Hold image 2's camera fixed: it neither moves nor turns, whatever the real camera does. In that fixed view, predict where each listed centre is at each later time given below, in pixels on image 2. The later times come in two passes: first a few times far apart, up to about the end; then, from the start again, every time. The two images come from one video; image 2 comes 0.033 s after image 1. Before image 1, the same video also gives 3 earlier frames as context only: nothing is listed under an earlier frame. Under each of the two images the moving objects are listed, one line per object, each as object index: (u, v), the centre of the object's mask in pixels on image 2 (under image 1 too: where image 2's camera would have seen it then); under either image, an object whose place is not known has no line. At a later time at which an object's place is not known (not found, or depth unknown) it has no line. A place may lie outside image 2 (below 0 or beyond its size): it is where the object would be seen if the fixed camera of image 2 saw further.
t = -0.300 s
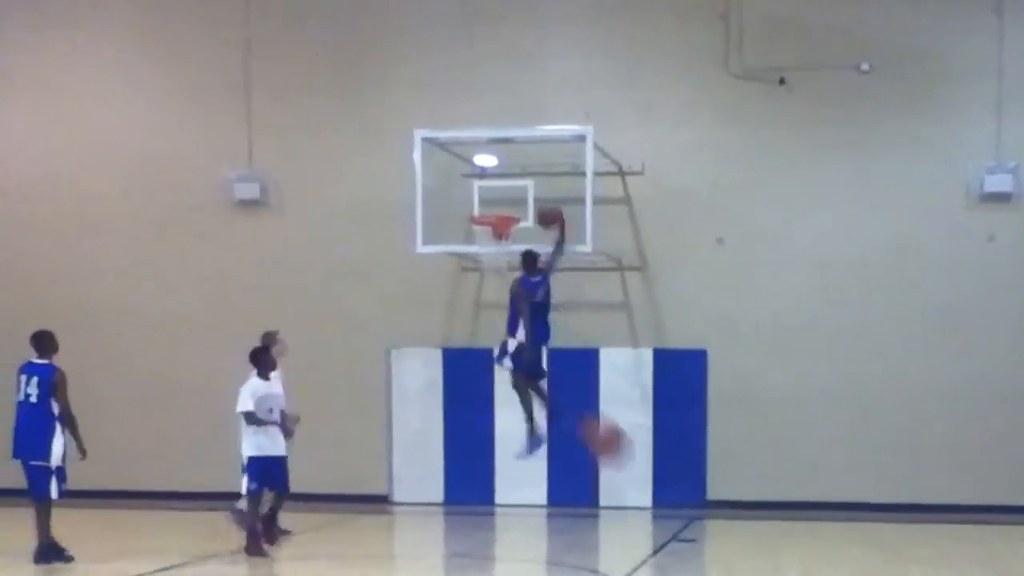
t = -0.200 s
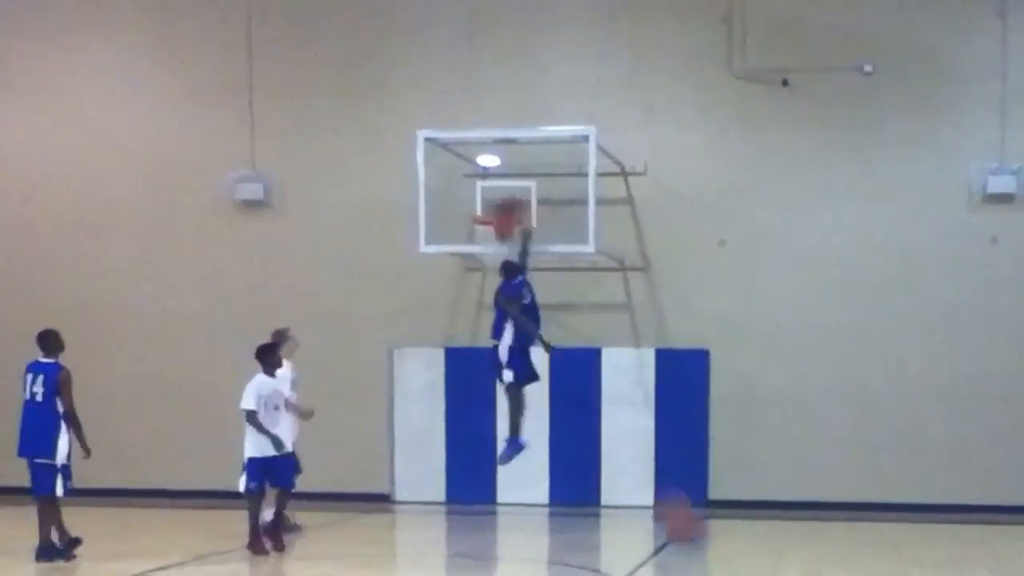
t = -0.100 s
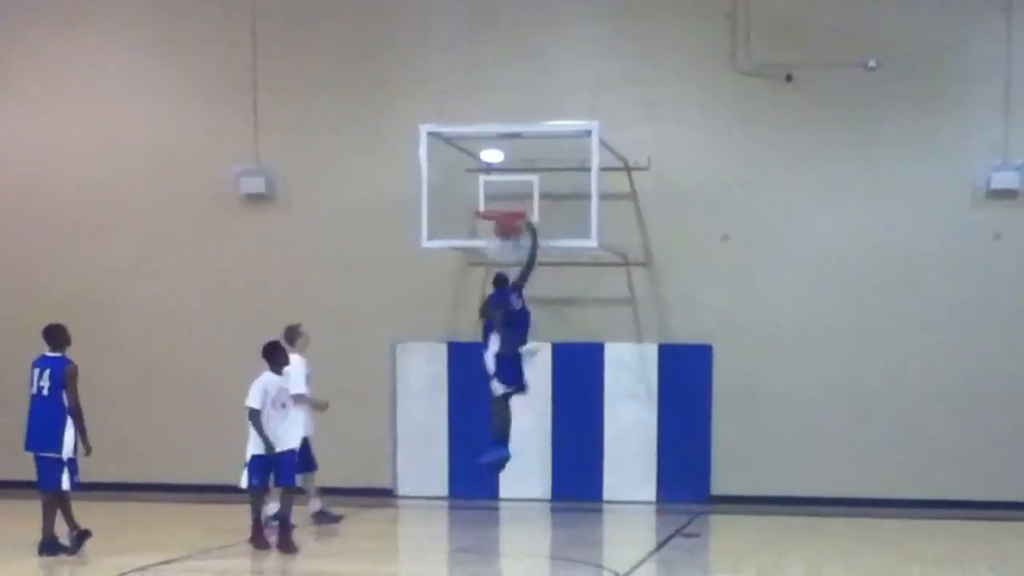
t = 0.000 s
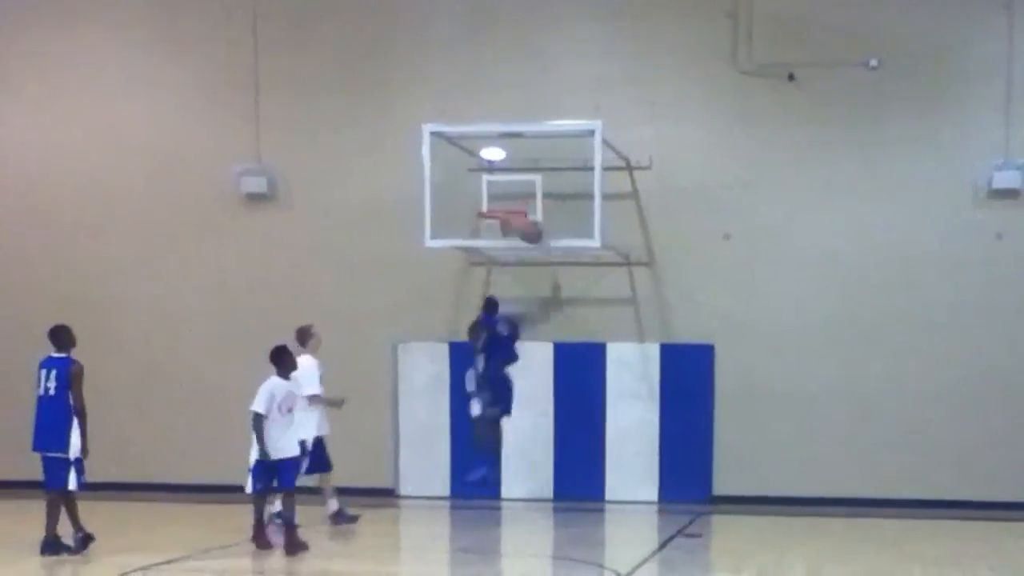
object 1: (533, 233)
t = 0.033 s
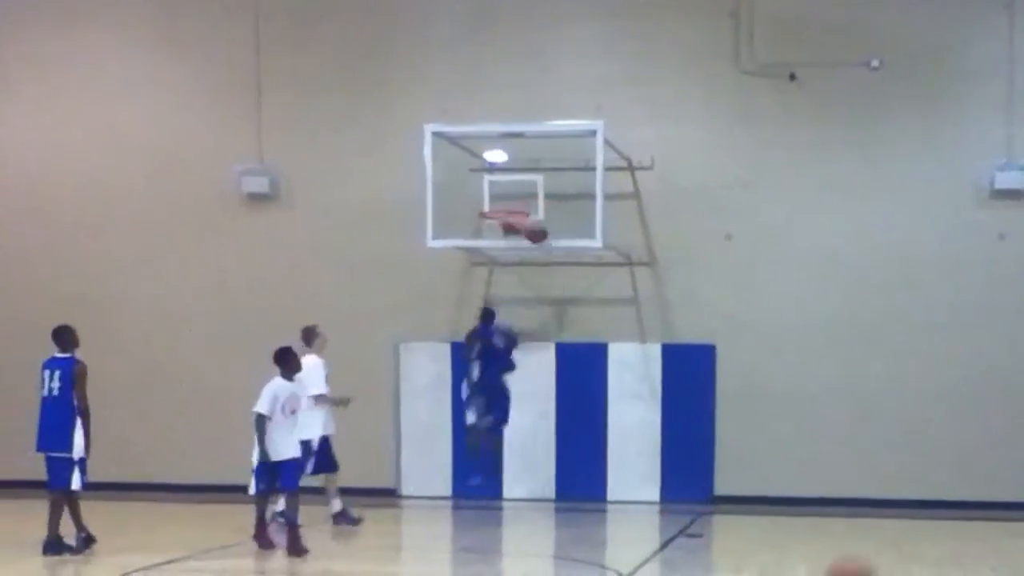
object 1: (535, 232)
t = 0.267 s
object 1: (535, 255)
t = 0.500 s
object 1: (534, 334)
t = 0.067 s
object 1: (535, 232)
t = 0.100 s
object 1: (536, 231)
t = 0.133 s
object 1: (536, 234)
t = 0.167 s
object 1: (535, 236)
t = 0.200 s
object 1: (535, 240)
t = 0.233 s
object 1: (535, 247)
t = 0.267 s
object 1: (535, 255)
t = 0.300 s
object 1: (535, 262)
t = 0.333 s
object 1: (536, 272)
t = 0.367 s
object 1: (535, 282)
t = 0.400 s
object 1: (535, 294)
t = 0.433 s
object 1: (536, 305)
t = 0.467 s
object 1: (535, 316)
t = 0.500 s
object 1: (534, 334)
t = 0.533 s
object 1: (533, 350)
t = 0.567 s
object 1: (535, 371)
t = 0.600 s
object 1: (534, 388)
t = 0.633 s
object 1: (534, 408)
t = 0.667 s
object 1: (534, 429)
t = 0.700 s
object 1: (534, 453)
